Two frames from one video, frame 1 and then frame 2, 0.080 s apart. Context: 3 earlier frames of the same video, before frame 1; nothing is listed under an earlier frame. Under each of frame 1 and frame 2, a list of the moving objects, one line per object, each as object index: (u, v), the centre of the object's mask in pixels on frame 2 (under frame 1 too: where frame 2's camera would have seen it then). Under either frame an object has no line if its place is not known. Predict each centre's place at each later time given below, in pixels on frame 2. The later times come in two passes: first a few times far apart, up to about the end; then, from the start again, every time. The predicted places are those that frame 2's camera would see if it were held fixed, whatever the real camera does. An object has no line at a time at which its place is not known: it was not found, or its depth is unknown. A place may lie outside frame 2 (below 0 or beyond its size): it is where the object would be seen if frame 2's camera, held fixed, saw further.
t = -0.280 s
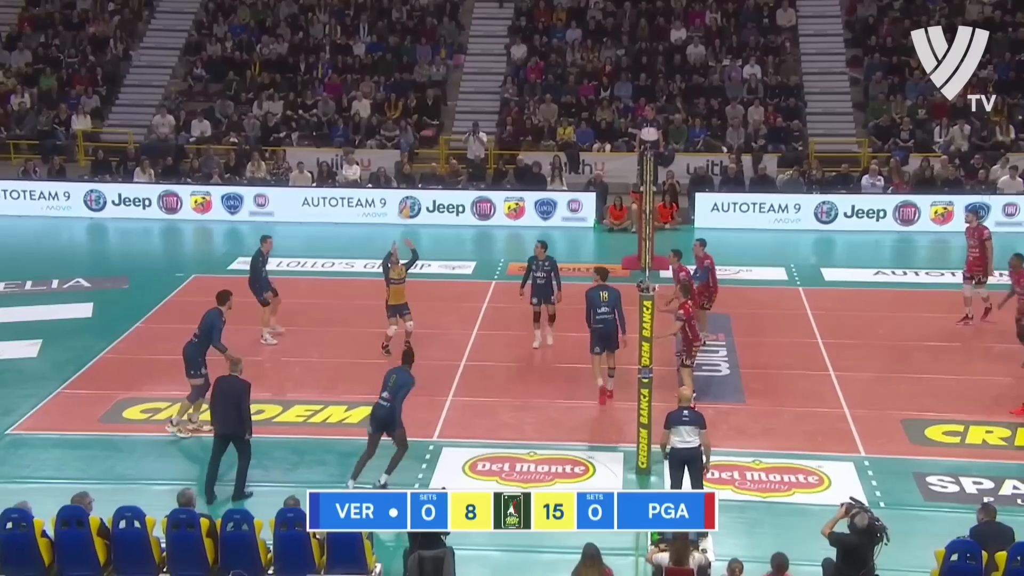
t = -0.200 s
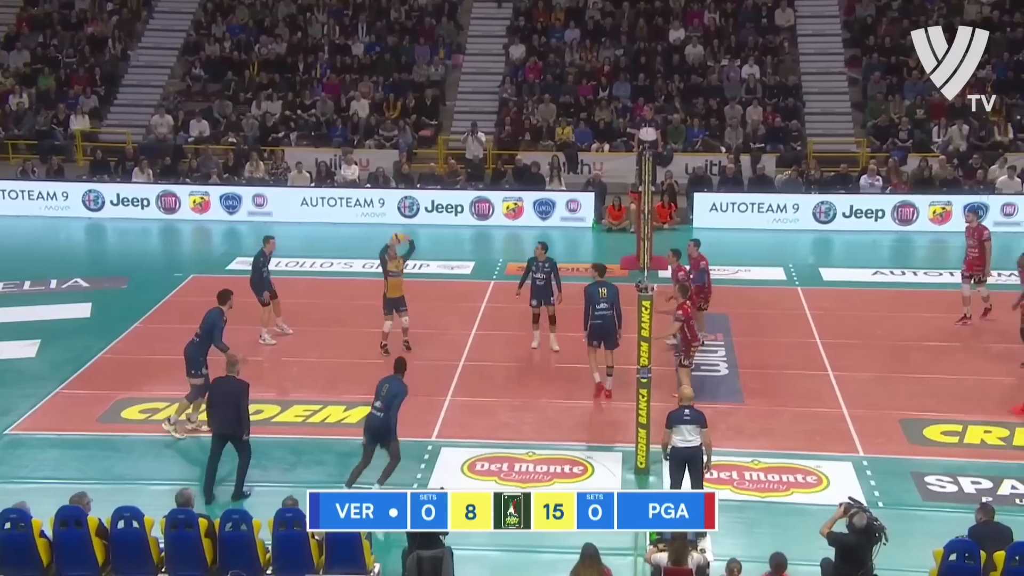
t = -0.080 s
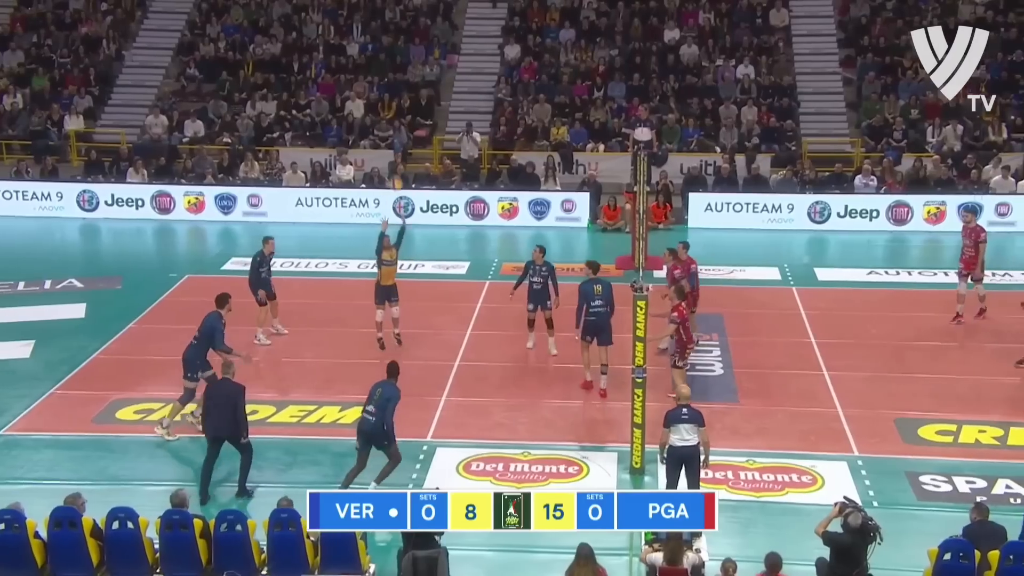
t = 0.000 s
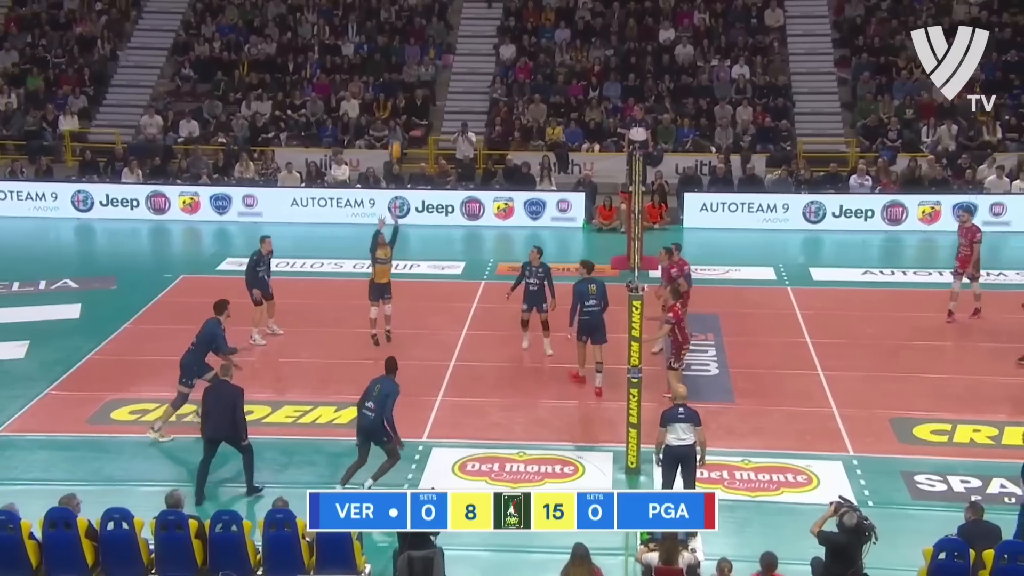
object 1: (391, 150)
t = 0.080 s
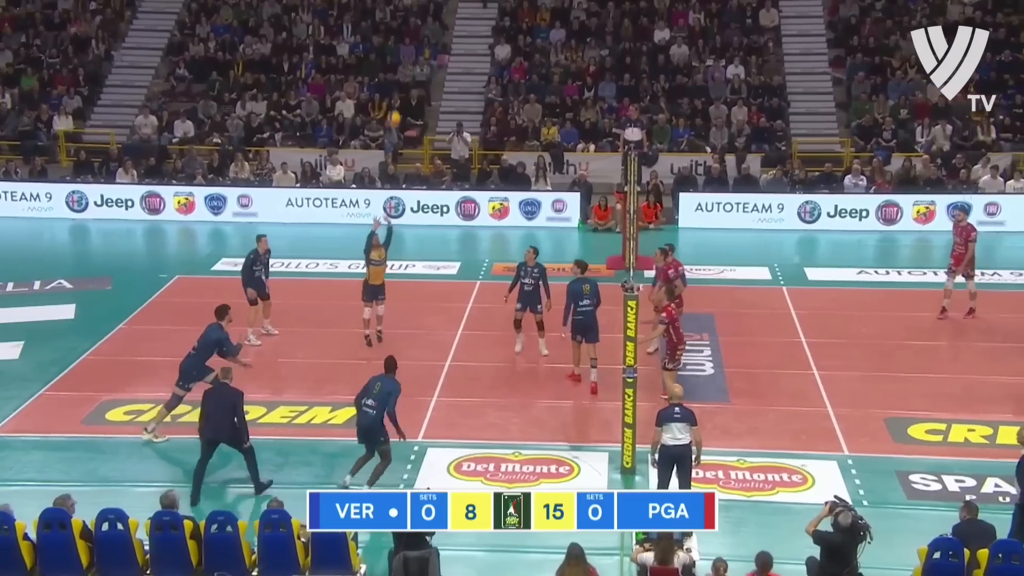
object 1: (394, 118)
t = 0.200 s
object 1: (399, 79)
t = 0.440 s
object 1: (409, 25)
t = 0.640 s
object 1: (419, 9)
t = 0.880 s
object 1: (432, 25)
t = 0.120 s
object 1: (395, 104)
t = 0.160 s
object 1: (397, 91)
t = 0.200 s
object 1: (399, 79)
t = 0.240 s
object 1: (400, 67)
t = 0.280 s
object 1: (401, 57)
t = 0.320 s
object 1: (404, 48)
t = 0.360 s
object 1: (405, 39)
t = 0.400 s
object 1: (407, 32)
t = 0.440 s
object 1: (409, 25)
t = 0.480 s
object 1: (411, 20)
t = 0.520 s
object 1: (413, 16)
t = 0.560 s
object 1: (415, 13)
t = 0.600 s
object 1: (417, 9)
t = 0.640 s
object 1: (419, 9)
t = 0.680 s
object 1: (421, 9)
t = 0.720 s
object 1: (423, 9)
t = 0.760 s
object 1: (425, 12)
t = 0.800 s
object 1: (428, 15)
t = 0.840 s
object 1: (430, 20)
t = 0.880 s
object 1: (432, 25)
